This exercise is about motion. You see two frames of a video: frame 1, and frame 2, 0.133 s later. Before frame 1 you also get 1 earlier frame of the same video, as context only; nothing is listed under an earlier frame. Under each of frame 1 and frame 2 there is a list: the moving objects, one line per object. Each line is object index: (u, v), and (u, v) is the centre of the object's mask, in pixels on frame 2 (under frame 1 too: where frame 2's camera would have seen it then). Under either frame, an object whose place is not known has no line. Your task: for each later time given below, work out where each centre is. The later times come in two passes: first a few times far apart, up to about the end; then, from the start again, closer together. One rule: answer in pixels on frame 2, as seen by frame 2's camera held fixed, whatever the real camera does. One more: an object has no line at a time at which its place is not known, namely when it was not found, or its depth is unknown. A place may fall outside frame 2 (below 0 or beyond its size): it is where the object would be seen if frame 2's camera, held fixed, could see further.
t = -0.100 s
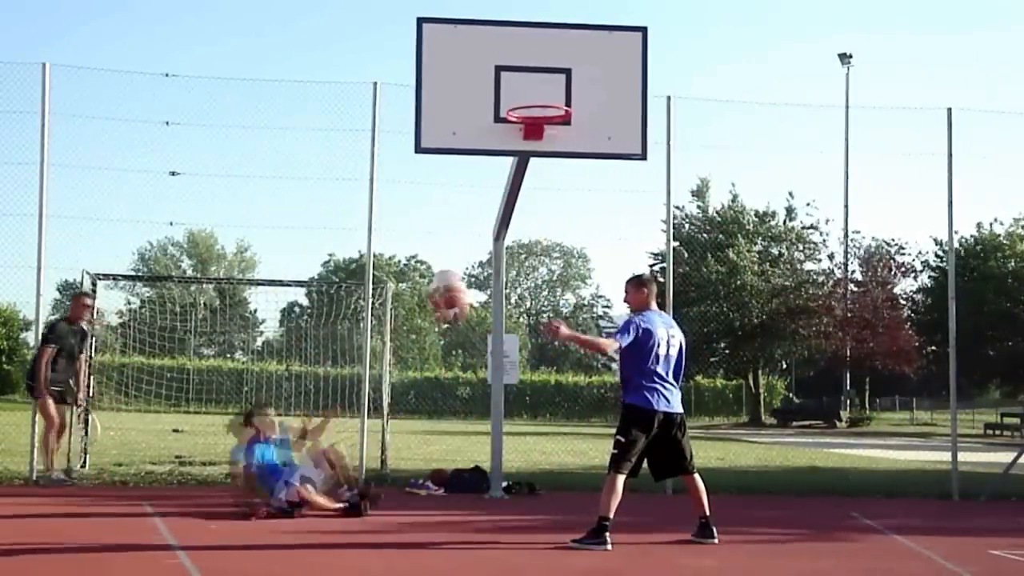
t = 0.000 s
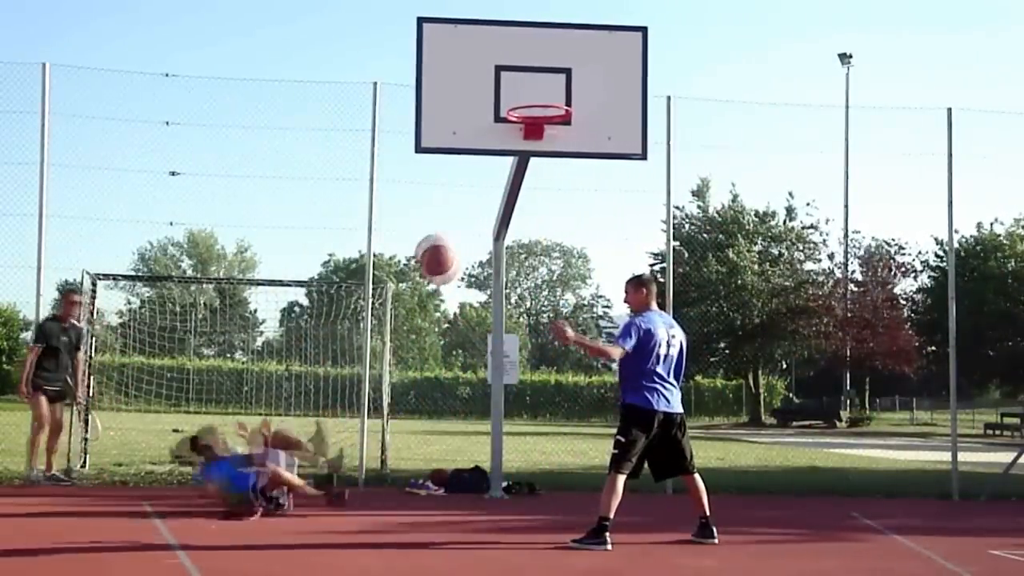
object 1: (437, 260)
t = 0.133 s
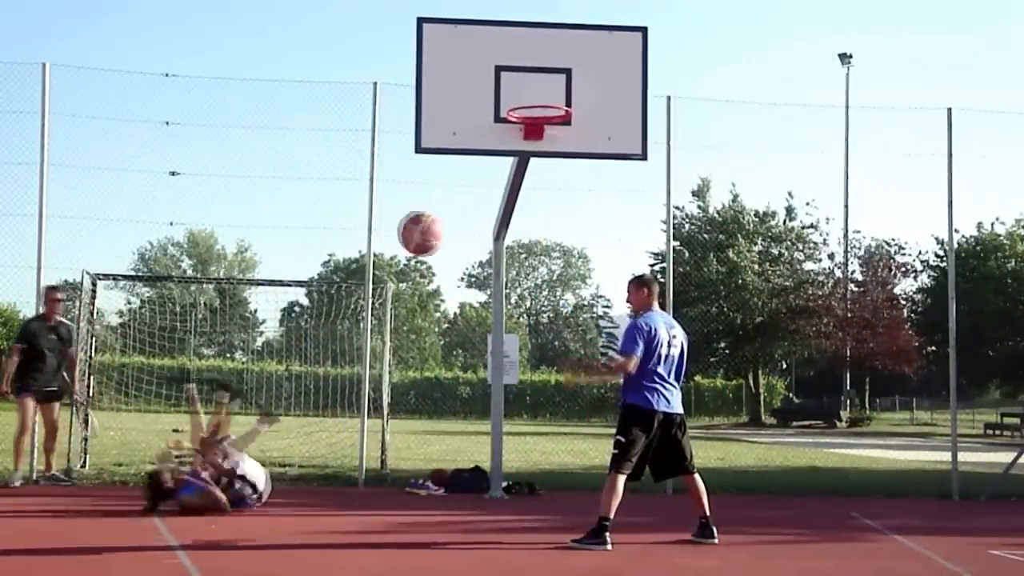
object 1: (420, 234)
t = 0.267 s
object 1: (402, 238)
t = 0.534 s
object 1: (359, 358)
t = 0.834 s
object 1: (307, 495)
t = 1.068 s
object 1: (270, 328)
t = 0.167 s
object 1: (416, 232)
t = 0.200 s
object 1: (411, 232)
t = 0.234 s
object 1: (406, 234)
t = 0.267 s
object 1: (402, 238)
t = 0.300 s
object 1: (397, 245)
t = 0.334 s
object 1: (393, 253)
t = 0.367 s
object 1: (389, 264)
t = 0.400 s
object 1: (383, 277)
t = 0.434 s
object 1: (378, 292)
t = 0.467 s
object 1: (372, 312)
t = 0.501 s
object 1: (363, 336)
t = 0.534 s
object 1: (359, 358)
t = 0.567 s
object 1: (354, 384)
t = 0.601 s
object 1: (347, 415)
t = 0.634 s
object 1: (339, 448)
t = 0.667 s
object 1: (331, 505)
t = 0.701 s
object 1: (330, 522)
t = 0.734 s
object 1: (323, 551)
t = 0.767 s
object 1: (315, 548)
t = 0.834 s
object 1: (307, 495)
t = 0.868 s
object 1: (302, 466)
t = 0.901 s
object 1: (297, 437)
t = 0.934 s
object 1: (292, 410)
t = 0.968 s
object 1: (287, 385)
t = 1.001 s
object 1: (282, 362)
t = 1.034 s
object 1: (276, 343)
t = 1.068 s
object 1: (270, 328)
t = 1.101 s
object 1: (264, 312)
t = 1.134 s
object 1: (258, 301)
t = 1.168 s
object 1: (251, 291)
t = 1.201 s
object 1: (246, 286)
